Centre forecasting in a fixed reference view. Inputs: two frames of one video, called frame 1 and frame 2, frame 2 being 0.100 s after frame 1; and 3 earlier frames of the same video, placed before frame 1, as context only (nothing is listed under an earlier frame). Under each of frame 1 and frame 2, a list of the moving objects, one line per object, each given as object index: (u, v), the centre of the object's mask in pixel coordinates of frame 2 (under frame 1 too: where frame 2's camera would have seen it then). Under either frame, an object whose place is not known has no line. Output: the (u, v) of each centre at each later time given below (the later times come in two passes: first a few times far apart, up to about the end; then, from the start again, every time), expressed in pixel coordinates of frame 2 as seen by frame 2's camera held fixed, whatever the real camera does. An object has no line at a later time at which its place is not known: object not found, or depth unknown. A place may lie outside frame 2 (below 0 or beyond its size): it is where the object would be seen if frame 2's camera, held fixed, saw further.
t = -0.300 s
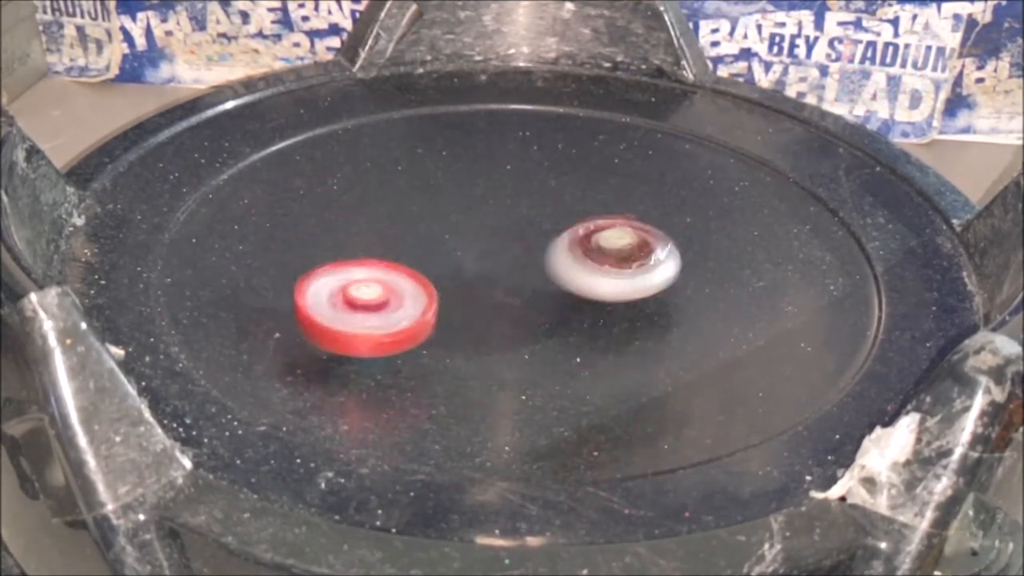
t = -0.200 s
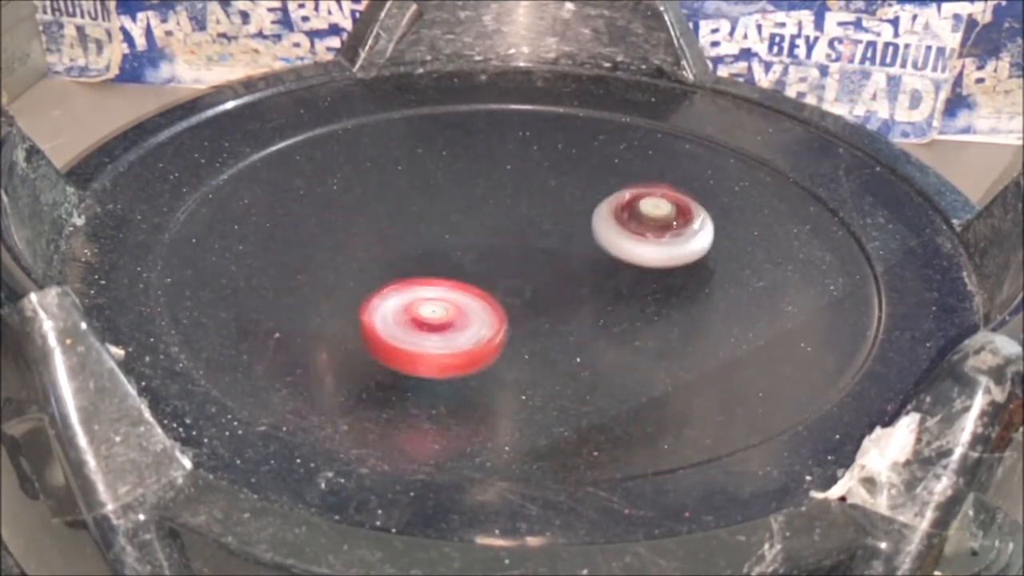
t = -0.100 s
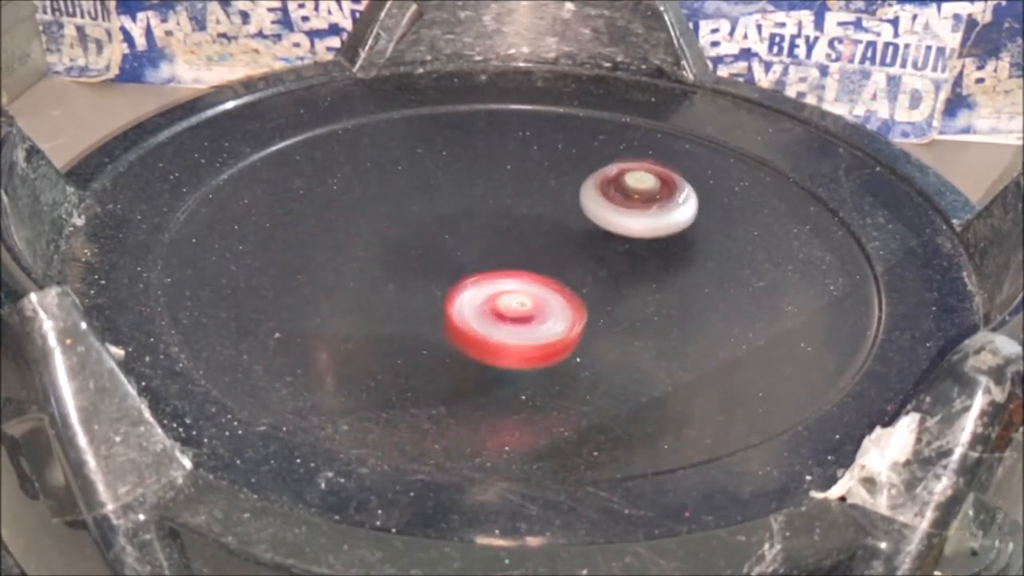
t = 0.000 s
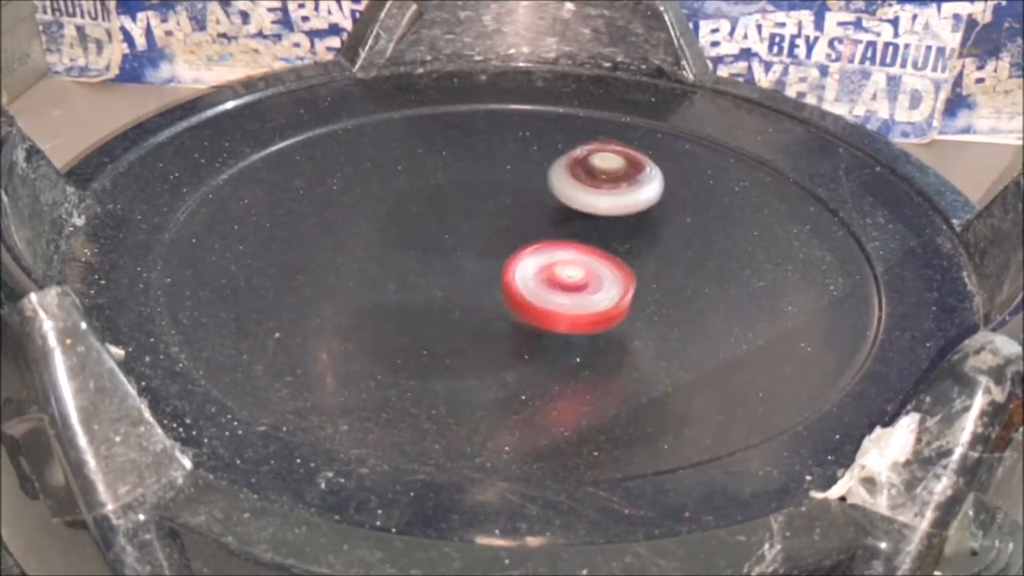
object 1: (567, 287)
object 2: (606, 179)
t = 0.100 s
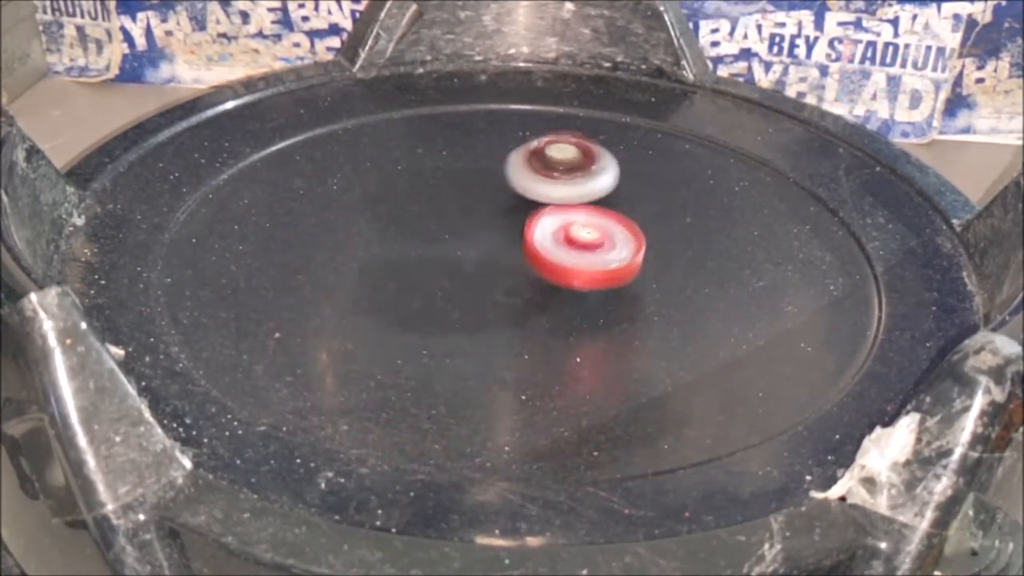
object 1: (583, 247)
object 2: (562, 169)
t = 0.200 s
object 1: (576, 226)
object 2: (507, 156)
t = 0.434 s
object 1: (540, 212)
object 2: (394, 177)
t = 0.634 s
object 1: (536, 254)
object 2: (378, 238)
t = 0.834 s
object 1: (613, 258)
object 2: (435, 290)
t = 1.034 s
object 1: (558, 232)
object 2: (545, 310)
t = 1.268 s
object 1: (422, 202)
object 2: (689, 346)
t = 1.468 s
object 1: (390, 255)
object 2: (748, 297)
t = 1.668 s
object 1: (505, 294)
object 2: (705, 247)
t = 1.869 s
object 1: (412, 312)
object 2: (742, 139)
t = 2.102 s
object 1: (445, 353)
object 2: (597, 127)
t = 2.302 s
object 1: (547, 316)
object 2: (441, 181)
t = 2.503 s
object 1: (550, 245)
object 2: (399, 235)
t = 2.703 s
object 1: (497, 186)
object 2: (431, 288)
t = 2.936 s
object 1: (404, 167)
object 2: (537, 315)
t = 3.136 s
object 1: (410, 223)
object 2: (607, 286)
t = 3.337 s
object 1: (469, 260)
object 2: (637, 245)
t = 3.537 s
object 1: (543, 279)
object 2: (623, 202)
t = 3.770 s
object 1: (614, 245)
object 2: (522, 185)
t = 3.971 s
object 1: (618, 237)
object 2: (426, 189)
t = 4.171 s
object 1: (551, 262)
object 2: (387, 234)
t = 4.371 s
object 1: (585, 305)
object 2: (388, 274)
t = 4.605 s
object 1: (696, 283)
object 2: (427, 300)
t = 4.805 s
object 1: (648, 242)
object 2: (517, 298)
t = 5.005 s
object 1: (583, 192)
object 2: (508, 298)
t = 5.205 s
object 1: (498, 167)
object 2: (519, 289)
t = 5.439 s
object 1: (410, 193)
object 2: (532, 269)
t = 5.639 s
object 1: (382, 244)
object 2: (552, 249)
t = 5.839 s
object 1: (358, 285)
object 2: (613, 220)
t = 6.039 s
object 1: (439, 326)
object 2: (571, 189)
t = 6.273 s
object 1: (567, 311)
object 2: (502, 200)
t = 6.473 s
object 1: (623, 263)
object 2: (473, 239)
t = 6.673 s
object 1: (622, 212)
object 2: (497, 282)
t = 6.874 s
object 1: (566, 178)
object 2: (555, 300)
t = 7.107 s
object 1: (475, 195)
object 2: (580, 292)
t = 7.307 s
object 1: (440, 240)
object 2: (582, 281)
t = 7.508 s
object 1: (443, 288)
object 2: (573, 258)
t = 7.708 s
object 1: (493, 322)
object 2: (522, 236)
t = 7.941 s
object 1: (571, 297)
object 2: (464, 235)
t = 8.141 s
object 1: (610, 257)
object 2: (410, 230)
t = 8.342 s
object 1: (627, 216)
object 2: (367, 244)
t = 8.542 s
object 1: (577, 195)
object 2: (396, 267)
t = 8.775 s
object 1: (498, 207)
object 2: (484, 285)
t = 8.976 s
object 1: (454, 234)
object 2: (562, 280)
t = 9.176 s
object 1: (474, 273)
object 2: (606, 247)
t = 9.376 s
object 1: (541, 289)
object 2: (596, 219)
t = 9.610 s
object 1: (593, 272)
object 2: (552, 202)
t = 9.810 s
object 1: (578, 276)
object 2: (484, 189)
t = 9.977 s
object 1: (626, 338)
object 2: (391, 125)
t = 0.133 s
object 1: (582, 234)
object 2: (545, 168)
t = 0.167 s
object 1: (580, 231)
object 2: (526, 161)
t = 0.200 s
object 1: (576, 226)
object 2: (507, 156)
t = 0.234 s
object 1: (569, 218)
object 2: (490, 158)
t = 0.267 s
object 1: (560, 210)
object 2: (474, 160)
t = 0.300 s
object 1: (559, 209)
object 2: (452, 158)
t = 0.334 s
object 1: (556, 209)
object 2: (432, 159)
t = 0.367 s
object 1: (552, 208)
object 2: (417, 163)
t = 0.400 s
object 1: (546, 210)
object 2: (405, 170)
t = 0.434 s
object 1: (540, 212)
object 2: (394, 177)
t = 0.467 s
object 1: (535, 216)
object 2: (386, 185)
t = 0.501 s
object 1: (530, 222)
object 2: (380, 196)
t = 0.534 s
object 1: (527, 228)
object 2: (376, 206)
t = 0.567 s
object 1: (526, 236)
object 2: (374, 216)
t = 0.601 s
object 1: (528, 245)
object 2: (375, 228)
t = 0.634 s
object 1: (536, 254)
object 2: (378, 238)
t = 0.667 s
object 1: (547, 261)
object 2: (384, 248)
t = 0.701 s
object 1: (563, 265)
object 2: (392, 259)
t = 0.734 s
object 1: (579, 267)
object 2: (402, 269)
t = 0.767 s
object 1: (587, 266)
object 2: (408, 273)
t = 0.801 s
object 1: (602, 263)
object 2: (420, 282)
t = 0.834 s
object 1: (613, 258)
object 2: (435, 290)
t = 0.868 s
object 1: (617, 252)
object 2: (452, 297)
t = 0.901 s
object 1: (615, 245)
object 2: (469, 302)
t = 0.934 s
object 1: (607, 239)
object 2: (488, 306)
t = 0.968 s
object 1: (593, 235)
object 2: (508, 308)
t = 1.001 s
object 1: (576, 232)
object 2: (527, 310)
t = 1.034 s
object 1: (558, 232)
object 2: (545, 310)
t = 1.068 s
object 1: (537, 235)
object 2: (564, 307)
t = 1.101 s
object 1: (517, 224)
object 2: (588, 322)
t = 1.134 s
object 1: (496, 209)
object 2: (613, 337)
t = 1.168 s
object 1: (477, 201)
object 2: (635, 347)
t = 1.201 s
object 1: (458, 198)
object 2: (654, 351)
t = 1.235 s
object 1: (440, 199)
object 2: (672, 350)
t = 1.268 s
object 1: (422, 202)
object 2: (689, 346)
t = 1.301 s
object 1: (407, 207)
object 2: (705, 340)
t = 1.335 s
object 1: (395, 214)
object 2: (718, 333)
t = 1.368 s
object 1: (387, 223)
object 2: (729, 325)
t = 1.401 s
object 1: (383, 233)
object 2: (738, 316)
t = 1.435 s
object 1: (384, 244)
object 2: (744, 306)
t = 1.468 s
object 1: (390, 255)
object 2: (748, 297)
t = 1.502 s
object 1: (401, 266)
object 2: (748, 288)
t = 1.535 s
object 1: (416, 276)
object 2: (746, 279)
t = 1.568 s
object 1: (436, 284)
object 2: (740, 270)
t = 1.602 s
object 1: (457, 290)
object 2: (731, 262)
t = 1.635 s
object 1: (481, 293)
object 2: (719, 254)
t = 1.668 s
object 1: (505, 294)
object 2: (705, 247)
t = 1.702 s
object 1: (528, 292)
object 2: (688, 242)
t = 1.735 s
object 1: (550, 287)
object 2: (671, 237)
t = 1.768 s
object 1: (556, 284)
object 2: (664, 228)
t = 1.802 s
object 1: (499, 298)
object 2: (700, 195)
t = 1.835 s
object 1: (449, 307)
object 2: (725, 165)
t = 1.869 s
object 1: (412, 312)
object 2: (742, 139)
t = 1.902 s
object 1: (388, 316)
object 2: (744, 119)
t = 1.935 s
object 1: (380, 321)
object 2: (733, 110)
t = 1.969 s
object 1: (383, 328)
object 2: (715, 106)
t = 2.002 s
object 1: (391, 336)
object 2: (689, 110)
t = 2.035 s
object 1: (406, 344)
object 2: (659, 114)
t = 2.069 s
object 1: (425, 350)
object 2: (629, 119)
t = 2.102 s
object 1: (445, 353)
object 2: (597, 127)
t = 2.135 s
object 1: (469, 353)
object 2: (567, 134)
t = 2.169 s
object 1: (491, 350)
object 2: (537, 143)
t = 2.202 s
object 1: (510, 344)
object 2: (508, 153)
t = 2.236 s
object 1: (527, 336)
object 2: (483, 162)
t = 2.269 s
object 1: (538, 326)
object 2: (460, 172)
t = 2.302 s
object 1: (547, 316)
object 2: (441, 181)
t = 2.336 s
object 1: (554, 305)
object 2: (427, 191)
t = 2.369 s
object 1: (557, 293)
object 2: (417, 199)
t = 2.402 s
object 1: (558, 281)
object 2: (409, 208)
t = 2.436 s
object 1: (558, 269)
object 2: (404, 216)
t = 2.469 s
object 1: (554, 257)
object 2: (400, 227)
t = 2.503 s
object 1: (550, 245)
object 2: (399, 235)
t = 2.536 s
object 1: (543, 234)
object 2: (400, 245)
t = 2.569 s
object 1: (536, 223)
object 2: (403, 255)
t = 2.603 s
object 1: (528, 213)
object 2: (407, 264)
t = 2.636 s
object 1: (519, 203)
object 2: (413, 271)
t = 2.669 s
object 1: (508, 194)
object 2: (421, 280)
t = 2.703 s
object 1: (497, 186)
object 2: (431, 288)
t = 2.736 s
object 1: (484, 178)
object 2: (443, 295)
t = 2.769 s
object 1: (471, 172)
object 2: (456, 301)
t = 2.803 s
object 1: (457, 167)
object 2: (470, 307)
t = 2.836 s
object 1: (442, 164)
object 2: (486, 311)
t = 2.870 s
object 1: (429, 163)
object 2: (503, 314)
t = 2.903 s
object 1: (415, 164)
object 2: (520, 315)
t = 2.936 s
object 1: (404, 167)
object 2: (537, 315)
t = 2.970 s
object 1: (395, 173)
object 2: (553, 312)
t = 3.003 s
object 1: (390, 181)
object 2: (568, 309)
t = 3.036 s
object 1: (388, 191)
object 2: (581, 305)
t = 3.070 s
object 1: (391, 202)
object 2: (592, 299)
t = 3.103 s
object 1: (399, 212)
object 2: (601, 293)
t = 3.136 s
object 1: (410, 223)
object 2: (607, 286)
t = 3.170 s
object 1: (425, 232)
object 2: (612, 278)
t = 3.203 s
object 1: (441, 240)
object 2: (614, 271)
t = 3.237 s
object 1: (458, 248)
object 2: (614, 264)
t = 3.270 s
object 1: (477, 254)
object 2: (611, 257)
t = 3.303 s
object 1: (482, 257)
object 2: (614, 253)
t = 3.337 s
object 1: (469, 260)
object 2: (637, 245)
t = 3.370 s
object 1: (467, 263)
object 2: (649, 236)
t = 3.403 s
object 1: (476, 268)
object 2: (652, 229)
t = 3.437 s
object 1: (490, 274)
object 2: (649, 221)
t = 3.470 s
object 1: (508, 277)
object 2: (642, 214)
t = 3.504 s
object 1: (525, 279)
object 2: (633, 208)
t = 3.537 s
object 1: (543, 279)
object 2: (623, 202)
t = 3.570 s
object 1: (558, 276)
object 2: (611, 198)
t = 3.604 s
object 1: (574, 272)
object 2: (599, 194)
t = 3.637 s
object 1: (585, 268)
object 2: (585, 191)
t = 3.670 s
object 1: (596, 261)
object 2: (571, 189)
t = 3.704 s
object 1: (603, 254)
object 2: (556, 188)
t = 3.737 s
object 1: (607, 246)
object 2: (541, 189)
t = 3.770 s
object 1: (614, 245)
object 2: (522, 185)
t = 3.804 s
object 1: (622, 246)
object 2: (498, 177)
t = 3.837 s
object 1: (629, 244)
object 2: (480, 175)
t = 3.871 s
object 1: (631, 241)
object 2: (464, 176)
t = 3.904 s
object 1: (630, 239)
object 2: (450, 180)
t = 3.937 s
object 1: (626, 237)
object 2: (438, 183)
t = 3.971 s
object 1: (618, 237)
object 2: (426, 189)
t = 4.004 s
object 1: (608, 238)
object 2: (415, 195)
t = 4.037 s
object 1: (598, 241)
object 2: (406, 202)
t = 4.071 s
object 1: (585, 245)
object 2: (399, 209)
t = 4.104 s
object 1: (572, 249)
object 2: (393, 217)
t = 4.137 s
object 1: (560, 255)
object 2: (389, 225)
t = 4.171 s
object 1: (551, 262)
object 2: (387, 234)
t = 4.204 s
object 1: (544, 269)
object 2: (388, 243)
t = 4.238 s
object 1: (540, 276)
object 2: (391, 251)
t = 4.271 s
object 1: (537, 282)
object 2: (395, 260)
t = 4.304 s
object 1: (536, 290)
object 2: (402, 269)
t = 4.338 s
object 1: (547, 297)
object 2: (405, 274)
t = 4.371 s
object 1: (585, 305)
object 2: (388, 274)
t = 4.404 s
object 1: (611, 309)
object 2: (378, 273)
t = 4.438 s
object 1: (628, 309)
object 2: (377, 275)
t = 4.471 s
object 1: (647, 306)
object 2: (382, 280)
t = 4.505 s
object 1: (665, 303)
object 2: (391, 286)
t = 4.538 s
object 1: (678, 297)
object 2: (402, 292)
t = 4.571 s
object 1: (689, 290)
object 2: (414, 297)
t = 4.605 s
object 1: (696, 283)
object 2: (427, 300)
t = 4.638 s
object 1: (699, 275)
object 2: (442, 303)
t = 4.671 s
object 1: (697, 266)
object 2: (457, 305)
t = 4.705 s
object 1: (688, 258)
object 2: (473, 305)
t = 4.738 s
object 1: (676, 252)
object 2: (488, 304)
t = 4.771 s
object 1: (663, 247)
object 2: (503, 301)
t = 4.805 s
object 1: (648, 242)
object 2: (517, 298)
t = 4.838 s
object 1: (630, 239)
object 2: (530, 293)
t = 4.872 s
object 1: (616, 233)
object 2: (536, 289)
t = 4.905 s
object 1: (605, 226)
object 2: (537, 288)
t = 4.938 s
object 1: (603, 210)
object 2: (524, 294)
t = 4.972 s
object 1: (595, 199)
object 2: (513, 297)
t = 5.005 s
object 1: (583, 192)
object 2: (508, 298)
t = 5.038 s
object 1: (571, 185)
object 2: (506, 296)
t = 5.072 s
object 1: (558, 179)
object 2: (508, 295)
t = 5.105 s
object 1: (543, 175)
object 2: (511, 294)
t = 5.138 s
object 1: (528, 171)
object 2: (514, 292)
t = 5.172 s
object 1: (513, 169)
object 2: (517, 290)
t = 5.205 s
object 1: (498, 167)
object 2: (519, 289)
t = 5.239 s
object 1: (482, 167)
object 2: (522, 287)
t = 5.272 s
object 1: (467, 168)
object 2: (525, 285)
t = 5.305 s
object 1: (453, 170)
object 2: (527, 282)
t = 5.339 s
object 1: (440, 173)
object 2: (529, 279)
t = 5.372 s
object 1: (428, 178)
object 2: (531, 276)
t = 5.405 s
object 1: (418, 185)
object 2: (532, 272)
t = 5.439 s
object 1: (410, 193)
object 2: (532, 269)
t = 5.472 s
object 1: (403, 201)
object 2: (533, 265)
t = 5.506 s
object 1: (399, 210)
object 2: (532, 261)
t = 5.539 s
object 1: (399, 220)
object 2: (531, 257)
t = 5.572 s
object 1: (400, 229)
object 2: (530, 254)
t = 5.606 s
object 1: (402, 239)
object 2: (528, 250)
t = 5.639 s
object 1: (382, 244)
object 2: (552, 249)
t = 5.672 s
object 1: (362, 248)
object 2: (579, 245)
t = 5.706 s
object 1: (354, 255)
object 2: (598, 241)
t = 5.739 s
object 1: (352, 263)
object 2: (610, 236)
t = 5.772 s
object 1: (353, 272)
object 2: (614, 230)
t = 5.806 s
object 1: (354, 281)
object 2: (614, 223)
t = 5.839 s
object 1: (358, 285)
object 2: (613, 220)
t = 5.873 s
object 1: (364, 294)
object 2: (610, 213)
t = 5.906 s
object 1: (373, 303)
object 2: (605, 207)
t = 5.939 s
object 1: (386, 310)
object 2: (598, 200)
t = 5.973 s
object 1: (401, 316)
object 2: (590, 196)
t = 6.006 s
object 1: (419, 322)
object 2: (581, 192)
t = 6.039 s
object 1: (439, 326)
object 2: (571, 189)
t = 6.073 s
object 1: (457, 328)
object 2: (561, 188)
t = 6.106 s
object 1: (477, 329)
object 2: (550, 187)
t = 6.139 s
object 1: (498, 328)
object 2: (540, 187)
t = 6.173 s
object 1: (517, 325)
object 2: (530, 188)
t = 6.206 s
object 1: (535, 322)
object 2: (520, 191)
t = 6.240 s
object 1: (553, 317)
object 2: (510, 195)
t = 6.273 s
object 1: (567, 311)
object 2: (502, 200)
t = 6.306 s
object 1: (579, 304)
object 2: (494, 205)
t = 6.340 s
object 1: (592, 297)
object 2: (487, 210)
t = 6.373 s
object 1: (601, 288)
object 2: (482, 217)
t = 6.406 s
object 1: (609, 281)
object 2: (477, 224)
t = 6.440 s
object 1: (618, 272)
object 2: (475, 231)
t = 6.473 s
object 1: (623, 263)
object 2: (473, 239)
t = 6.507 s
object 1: (626, 255)
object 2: (473, 247)
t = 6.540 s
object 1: (629, 246)
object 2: (475, 254)
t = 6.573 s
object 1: (630, 237)
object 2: (479, 261)
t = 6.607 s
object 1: (628, 229)
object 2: (483, 269)
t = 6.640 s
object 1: (627, 221)
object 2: (489, 275)
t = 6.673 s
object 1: (622, 212)
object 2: (497, 282)
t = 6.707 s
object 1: (616, 205)
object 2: (505, 287)
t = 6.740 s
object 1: (610, 198)
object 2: (515, 292)
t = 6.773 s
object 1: (600, 191)
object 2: (525, 296)
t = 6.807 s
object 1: (590, 187)
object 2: (536, 299)
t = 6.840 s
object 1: (579, 182)
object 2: (546, 300)
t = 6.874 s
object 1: (566, 178)
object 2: (555, 300)
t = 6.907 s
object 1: (552, 178)
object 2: (562, 300)
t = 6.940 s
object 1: (539, 177)
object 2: (567, 299)
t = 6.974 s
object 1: (524, 178)
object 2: (571, 298)
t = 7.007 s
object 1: (511, 181)
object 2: (574, 297)
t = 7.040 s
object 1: (499, 184)
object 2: (576, 296)
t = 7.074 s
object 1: (486, 189)
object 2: (578, 294)
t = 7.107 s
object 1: (475, 195)
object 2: (580, 292)
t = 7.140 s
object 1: (467, 201)
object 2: (581, 290)
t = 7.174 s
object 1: (458, 208)
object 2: (582, 289)
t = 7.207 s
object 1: (452, 216)
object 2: (582, 288)
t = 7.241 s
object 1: (447, 223)
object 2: (583, 286)
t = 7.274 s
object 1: (442, 231)
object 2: (583, 284)
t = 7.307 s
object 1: (440, 240)
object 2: (582, 281)
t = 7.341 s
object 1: (440, 248)
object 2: (581, 278)
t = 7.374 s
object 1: (439, 257)
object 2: (579, 275)
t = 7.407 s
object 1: (441, 266)
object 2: (575, 271)
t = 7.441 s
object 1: (444, 273)
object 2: (573, 267)
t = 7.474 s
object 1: (440, 280)
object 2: (576, 263)
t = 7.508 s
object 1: (443, 288)
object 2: (573, 258)
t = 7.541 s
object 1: (446, 295)
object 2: (568, 253)
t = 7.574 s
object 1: (450, 303)
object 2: (560, 249)
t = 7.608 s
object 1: (459, 309)
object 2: (552, 245)
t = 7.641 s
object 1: (468, 314)
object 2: (543, 241)
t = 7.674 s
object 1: (479, 320)
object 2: (533, 238)
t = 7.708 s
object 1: (493, 322)
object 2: (522, 236)
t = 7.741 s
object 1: (506, 324)
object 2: (512, 234)
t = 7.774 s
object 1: (522, 324)
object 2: (502, 233)
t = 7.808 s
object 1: (537, 321)
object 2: (493, 232)
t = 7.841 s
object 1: (548, 318)
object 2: (484, 232)
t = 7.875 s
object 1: (560, 312)
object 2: (476, 233)
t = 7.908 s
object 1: (567, 304)
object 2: (470, 234)
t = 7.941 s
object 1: (571, 297)
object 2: (464, 235)
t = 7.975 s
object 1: (575, 289)
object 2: (460, 236)
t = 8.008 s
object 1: (575, 281)
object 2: (457, 237)
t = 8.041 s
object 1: (576, 273)
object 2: (454, 239)
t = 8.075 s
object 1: (574, 265)
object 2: (453, 241)
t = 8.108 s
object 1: (591, 261)
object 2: (433, 236)
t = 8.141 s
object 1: (610, 257)
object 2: (410, 230)
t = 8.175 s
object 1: (619, 252)
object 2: (393, 226)
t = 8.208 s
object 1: (623, 245)
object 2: (383, 228)
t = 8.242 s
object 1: (629, 237)
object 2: (376, 231)
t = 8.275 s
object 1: (630, 229)
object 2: (371, 235)
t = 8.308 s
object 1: (629, 223)
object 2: (368, 240)
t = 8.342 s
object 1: (627, 216)
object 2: (367, 244)
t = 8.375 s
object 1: (625, 213)
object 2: (368, 247)
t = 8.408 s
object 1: (619, 207)
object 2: (370, 252)
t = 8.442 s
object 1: (610, 203)
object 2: (375, 257)
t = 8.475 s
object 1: (601, 199)
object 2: (381, 261)
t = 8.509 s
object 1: (588, 195)
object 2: (388, 264)
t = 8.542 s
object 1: (577, 195)
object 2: (396, 267)
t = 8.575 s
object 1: (564, 195)
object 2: (407, 271)
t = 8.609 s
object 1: (550, 196)
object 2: (418, 274)
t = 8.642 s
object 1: (538, 199)
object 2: (432, 276)
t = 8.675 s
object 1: (525, 202)
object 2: (445, 278)
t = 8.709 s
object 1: (515, 206)
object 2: (459, 279)
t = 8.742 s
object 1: (506, 208)
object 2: (474, 278)
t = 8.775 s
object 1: (498, 207)
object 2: (484, 285)
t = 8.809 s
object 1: (489, 209)
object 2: (496, 289)
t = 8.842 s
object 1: (478, 212)
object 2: (509, 289)
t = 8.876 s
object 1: (468, 217)
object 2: (523, 288)
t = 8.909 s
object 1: (463, 222)
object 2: (537, 287)
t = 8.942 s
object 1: (457, 227)
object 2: (550, 284)
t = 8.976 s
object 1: (454, 234)
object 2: (562, 280)
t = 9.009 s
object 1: (452, 240)
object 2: (573, 275)
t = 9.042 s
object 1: (451, 248)
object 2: (583, 270)
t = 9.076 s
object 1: (455, 255)
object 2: (591, 265)
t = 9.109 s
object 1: (458, 261)
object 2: (598, 259)
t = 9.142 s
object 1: (466, 268)
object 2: (603, 253)
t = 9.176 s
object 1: (474, 273)
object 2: (606, 247)
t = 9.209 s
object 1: (482, 279)
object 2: (608, 241)
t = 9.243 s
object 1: (494, 283)
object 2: (608, 235)
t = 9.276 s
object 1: (504, 286)
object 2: (607, 231)
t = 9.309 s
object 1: (518, 289)
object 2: (604, 226)
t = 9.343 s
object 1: (530, 288)
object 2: (600, 222)
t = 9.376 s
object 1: (541, 289)
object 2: (596, 219)
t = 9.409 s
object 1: (554, 287)
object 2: (591, 216)
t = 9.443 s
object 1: (563, 284)
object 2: (586, 213)
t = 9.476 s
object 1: (575, 280)
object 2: (580, 211)
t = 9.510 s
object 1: (579, 277)
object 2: (574, 208)
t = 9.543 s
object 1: (586, 274)
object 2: (567, 206)
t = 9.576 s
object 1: (591, 272)
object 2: (560, 203)
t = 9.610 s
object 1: (593, 272)
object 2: (552, 202)
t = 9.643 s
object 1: (595, 270)
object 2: (543, 200)
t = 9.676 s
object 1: (592, 267)
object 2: (534, 200)
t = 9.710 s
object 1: (589, 266)
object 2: (524, 200)
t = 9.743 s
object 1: (581, 263)
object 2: (515, 201)
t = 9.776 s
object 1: (572, 262)
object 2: (505, 203)
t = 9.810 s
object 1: (578, 276)
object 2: (484, 189)
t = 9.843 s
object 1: (591, 300)
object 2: (457, 165)
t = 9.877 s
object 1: (605, 317)
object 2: (435, 145)
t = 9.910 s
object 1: (612, 328)
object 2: (417, 132)
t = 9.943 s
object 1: (619, 334)
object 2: (403, 125)
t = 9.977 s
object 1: (626, 338)
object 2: (391, 125)
